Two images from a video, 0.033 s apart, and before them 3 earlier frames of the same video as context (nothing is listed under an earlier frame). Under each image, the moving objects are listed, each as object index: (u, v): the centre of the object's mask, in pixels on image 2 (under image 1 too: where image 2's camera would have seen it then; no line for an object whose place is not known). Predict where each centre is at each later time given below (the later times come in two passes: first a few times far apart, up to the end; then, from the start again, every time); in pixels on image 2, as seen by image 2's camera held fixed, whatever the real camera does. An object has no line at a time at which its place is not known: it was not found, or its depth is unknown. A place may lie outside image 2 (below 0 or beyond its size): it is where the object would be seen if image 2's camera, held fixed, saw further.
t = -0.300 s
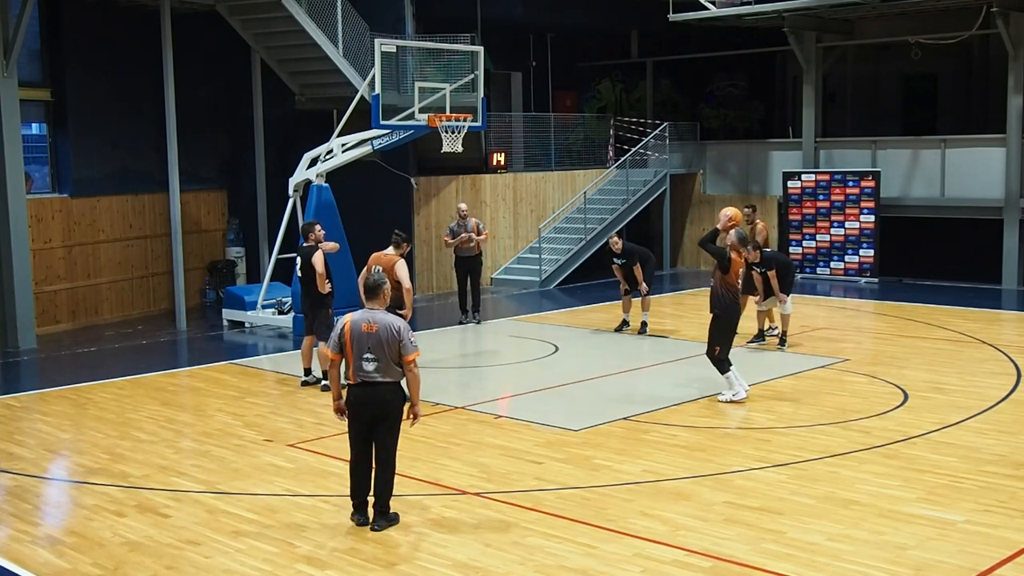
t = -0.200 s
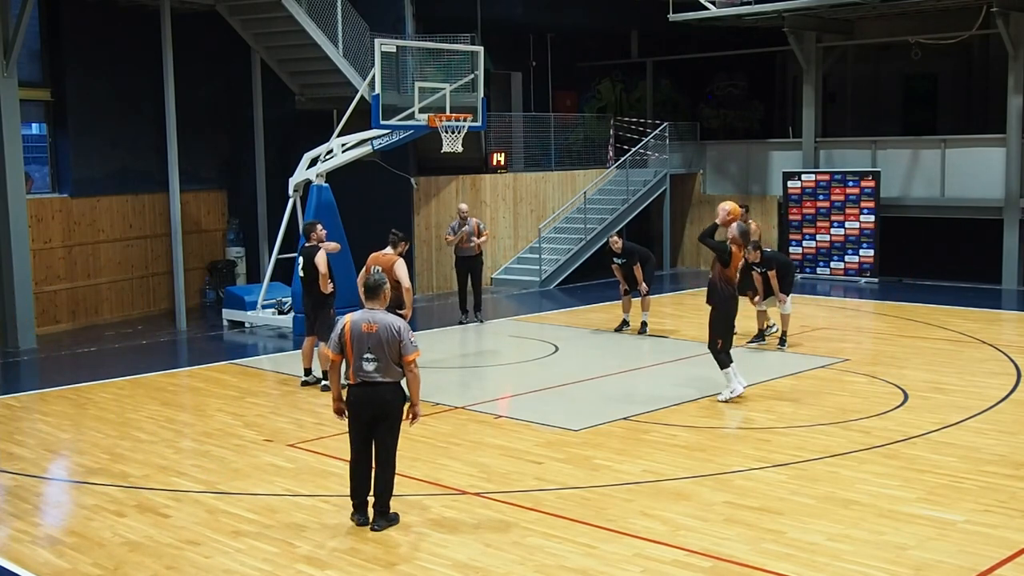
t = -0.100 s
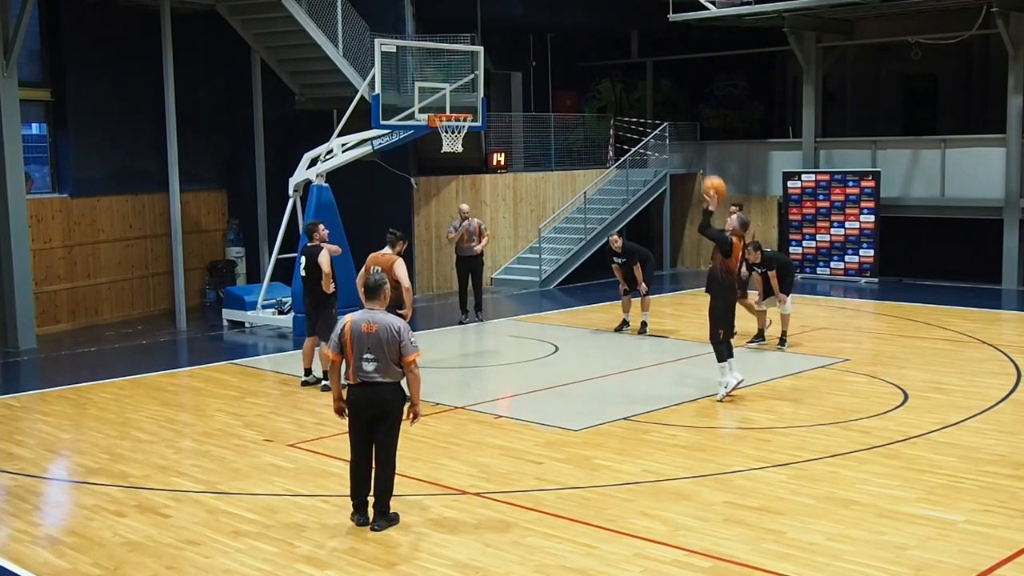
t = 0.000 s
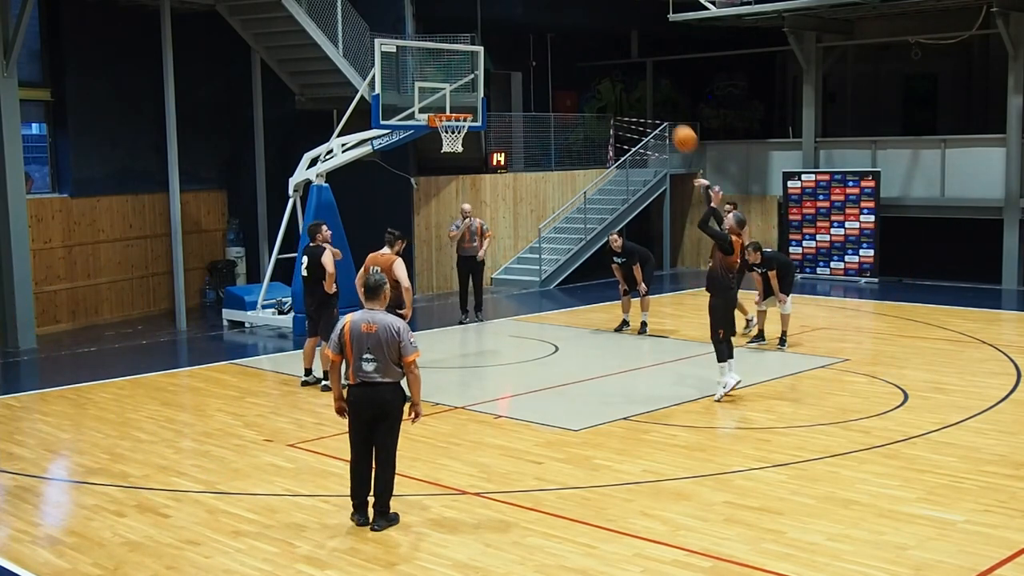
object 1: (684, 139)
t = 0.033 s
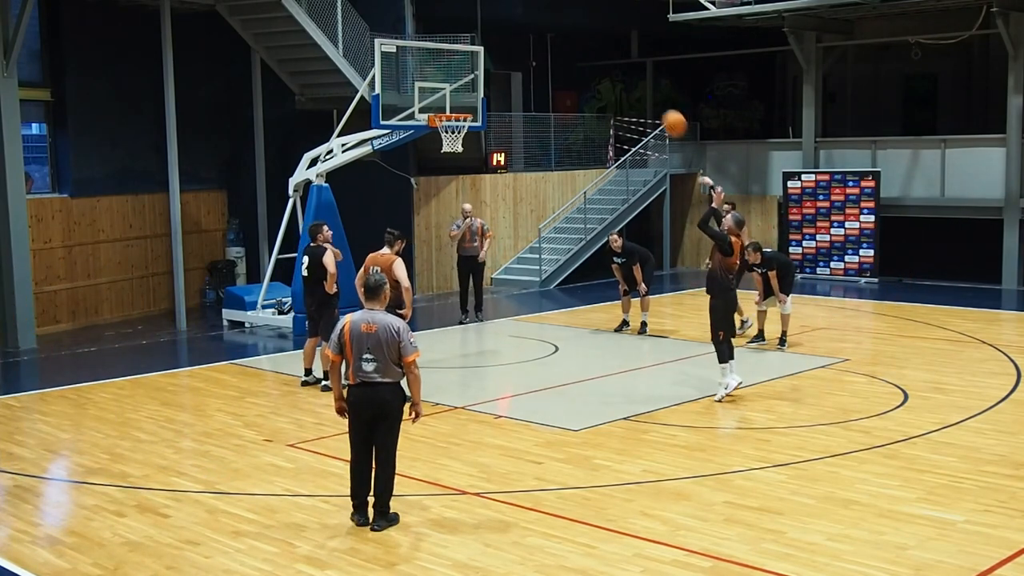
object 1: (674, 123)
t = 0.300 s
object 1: (597, 44)
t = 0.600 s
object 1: (522, 36)
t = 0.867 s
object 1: (467, 88)
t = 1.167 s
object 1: (457, 111)
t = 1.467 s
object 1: (438, 127)
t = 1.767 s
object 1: (459, 159)
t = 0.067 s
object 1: (664, 109)
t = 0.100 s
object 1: (653, 96)
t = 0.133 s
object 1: (644, 85)
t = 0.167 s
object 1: (634, 75)
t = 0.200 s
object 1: (624, 65)
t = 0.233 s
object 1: (615, 57)
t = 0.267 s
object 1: (605, 50)
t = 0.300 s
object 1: (597, 44)
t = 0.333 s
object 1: (588, 39)
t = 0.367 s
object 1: (579, 35)
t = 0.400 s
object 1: (571, 32)
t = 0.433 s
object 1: (562, 30)
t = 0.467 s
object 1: (554, 29)
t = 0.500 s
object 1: (546, 29)
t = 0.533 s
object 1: (538, 30)
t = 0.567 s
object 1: (530, 33)
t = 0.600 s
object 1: (522, 36)
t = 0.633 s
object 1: (515, 39)
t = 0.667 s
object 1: (508, 44)
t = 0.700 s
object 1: (500, 49)
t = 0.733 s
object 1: (494, 56)
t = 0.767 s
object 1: (486, 62)
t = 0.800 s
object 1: (480, 70)
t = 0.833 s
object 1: (473, 79)
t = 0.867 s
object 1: (467, 88)
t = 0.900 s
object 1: (460, 99)
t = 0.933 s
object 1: (454, 106)
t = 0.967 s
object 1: (451, 107)
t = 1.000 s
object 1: (448, 109)
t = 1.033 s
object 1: (447, 110)
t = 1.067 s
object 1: (454, 112)
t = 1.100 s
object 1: (459, 110)
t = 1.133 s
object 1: (460, 111)
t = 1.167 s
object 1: (457, 111)
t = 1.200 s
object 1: (456, 118)
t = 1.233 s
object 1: (448, 125)
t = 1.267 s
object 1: (443, 126)
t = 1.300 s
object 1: (441, 125)
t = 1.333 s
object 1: (440, 125)
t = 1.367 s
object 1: (437, 126)
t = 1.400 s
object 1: (437, 126)
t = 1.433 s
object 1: (437, 127)
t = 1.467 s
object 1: (438, 127)
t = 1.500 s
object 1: (440, 129)
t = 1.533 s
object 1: (443, 131)
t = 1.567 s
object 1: (444, 133)
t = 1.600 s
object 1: (446, 136)
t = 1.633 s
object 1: (449, 138)
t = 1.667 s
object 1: (452, 152)
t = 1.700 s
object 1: (454, 154)
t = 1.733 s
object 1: (457, 156)
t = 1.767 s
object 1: (459, 159)
